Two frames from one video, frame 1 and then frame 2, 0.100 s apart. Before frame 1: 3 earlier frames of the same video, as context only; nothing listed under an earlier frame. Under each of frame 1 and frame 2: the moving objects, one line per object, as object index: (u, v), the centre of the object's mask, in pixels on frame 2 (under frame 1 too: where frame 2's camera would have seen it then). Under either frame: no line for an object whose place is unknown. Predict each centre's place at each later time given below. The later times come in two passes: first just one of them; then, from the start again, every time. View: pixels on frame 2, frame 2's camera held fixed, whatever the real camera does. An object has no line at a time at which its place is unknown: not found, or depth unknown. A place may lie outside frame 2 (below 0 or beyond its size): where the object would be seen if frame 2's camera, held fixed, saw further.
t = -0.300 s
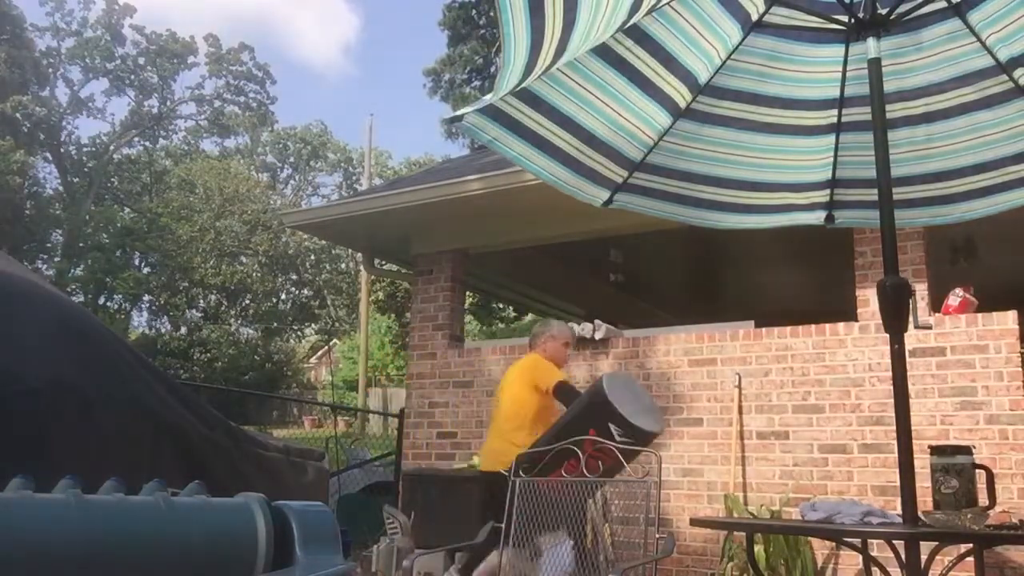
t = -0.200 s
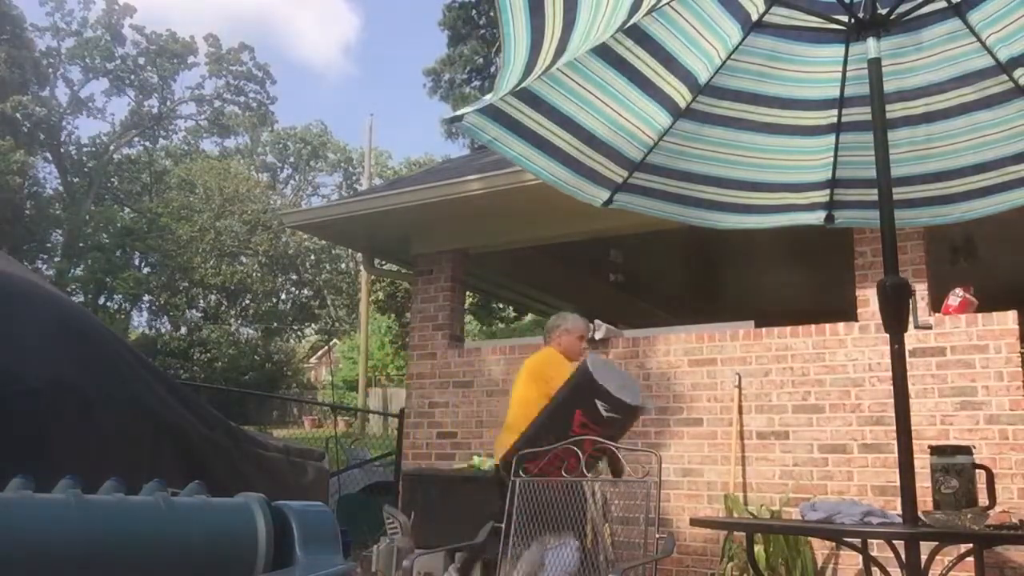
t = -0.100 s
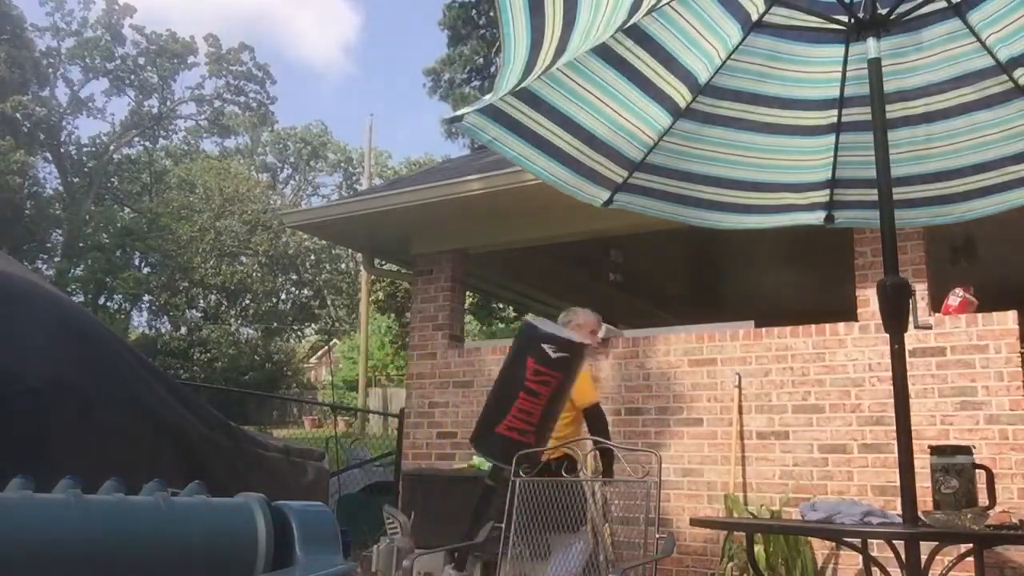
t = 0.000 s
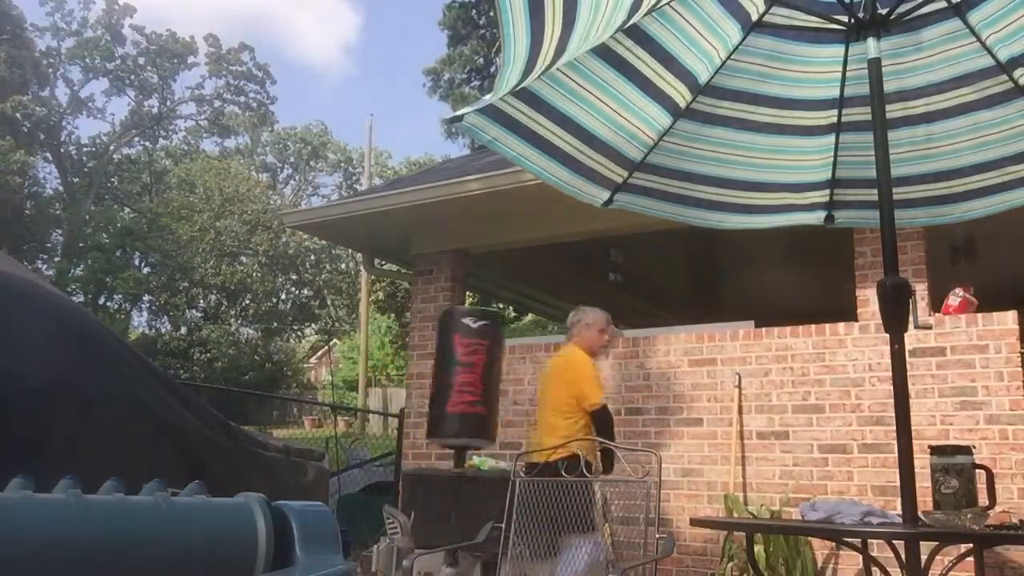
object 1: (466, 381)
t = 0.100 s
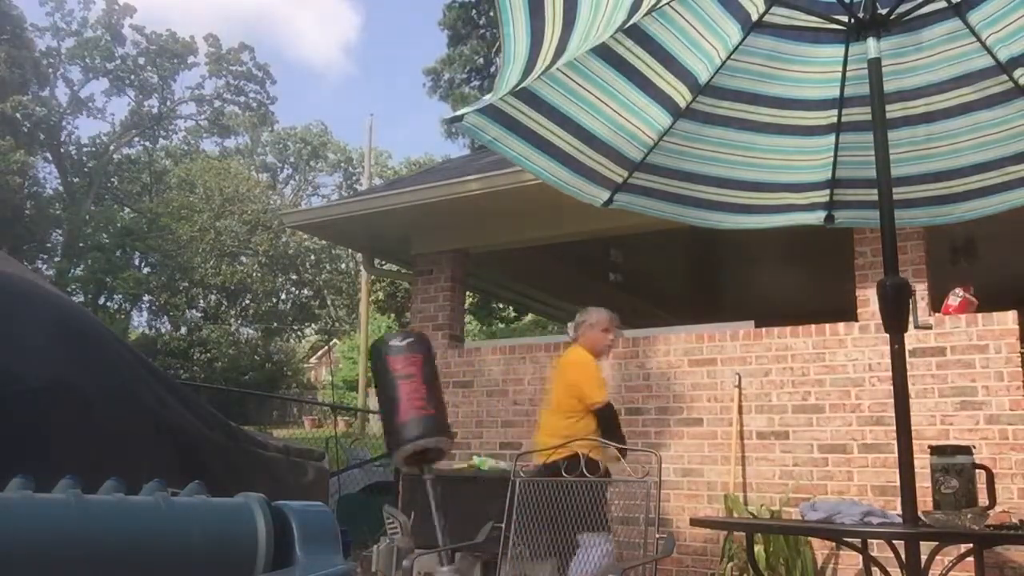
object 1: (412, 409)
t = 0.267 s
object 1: (377, 449)
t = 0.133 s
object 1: (400, 422)
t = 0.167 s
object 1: (390, 431)
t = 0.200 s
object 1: (383, 441)
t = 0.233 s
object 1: (379, 447)
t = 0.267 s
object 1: (377, 449)
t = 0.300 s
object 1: (377, 449)
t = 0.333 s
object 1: (379, 446)
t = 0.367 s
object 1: (383, 440)
